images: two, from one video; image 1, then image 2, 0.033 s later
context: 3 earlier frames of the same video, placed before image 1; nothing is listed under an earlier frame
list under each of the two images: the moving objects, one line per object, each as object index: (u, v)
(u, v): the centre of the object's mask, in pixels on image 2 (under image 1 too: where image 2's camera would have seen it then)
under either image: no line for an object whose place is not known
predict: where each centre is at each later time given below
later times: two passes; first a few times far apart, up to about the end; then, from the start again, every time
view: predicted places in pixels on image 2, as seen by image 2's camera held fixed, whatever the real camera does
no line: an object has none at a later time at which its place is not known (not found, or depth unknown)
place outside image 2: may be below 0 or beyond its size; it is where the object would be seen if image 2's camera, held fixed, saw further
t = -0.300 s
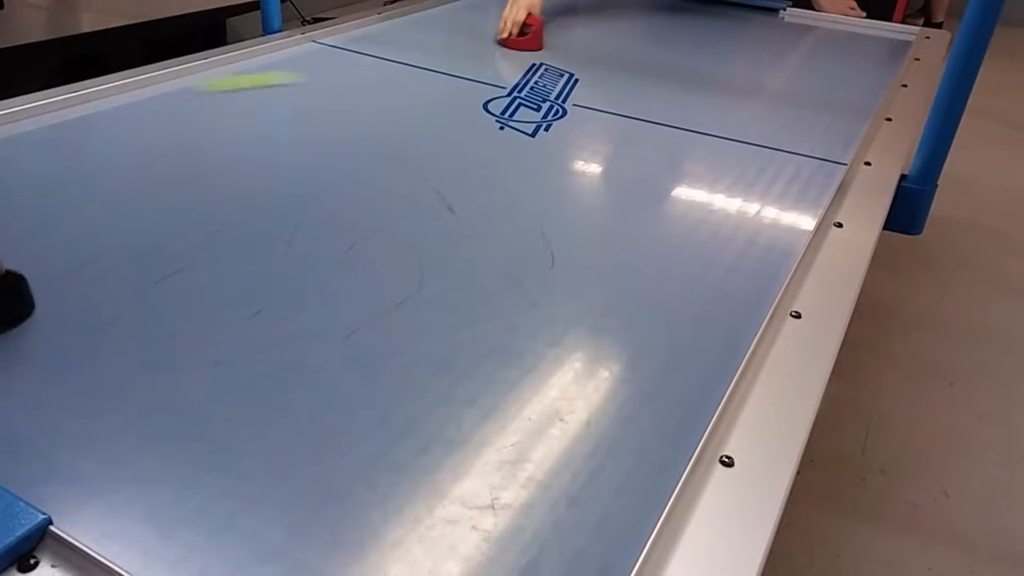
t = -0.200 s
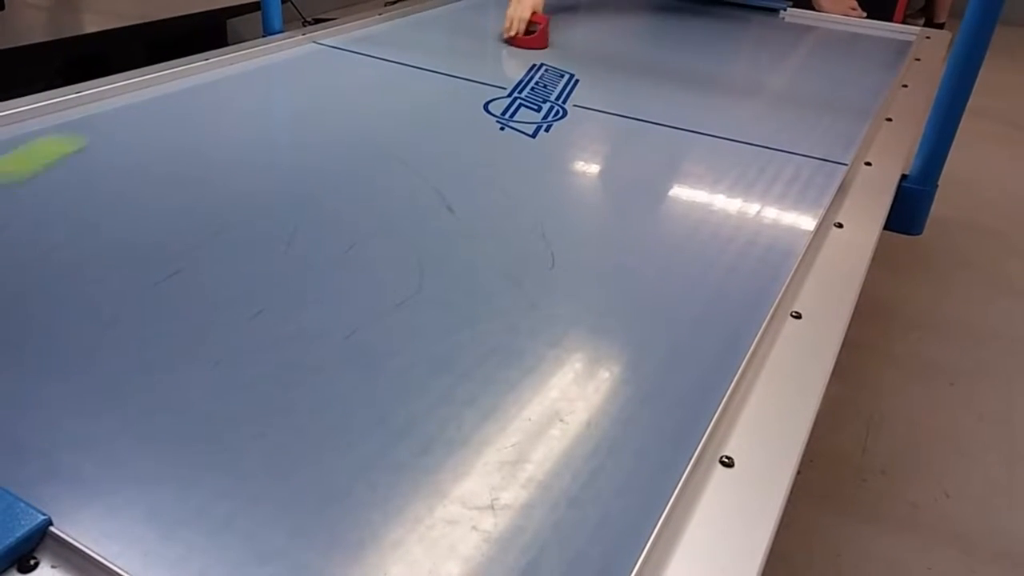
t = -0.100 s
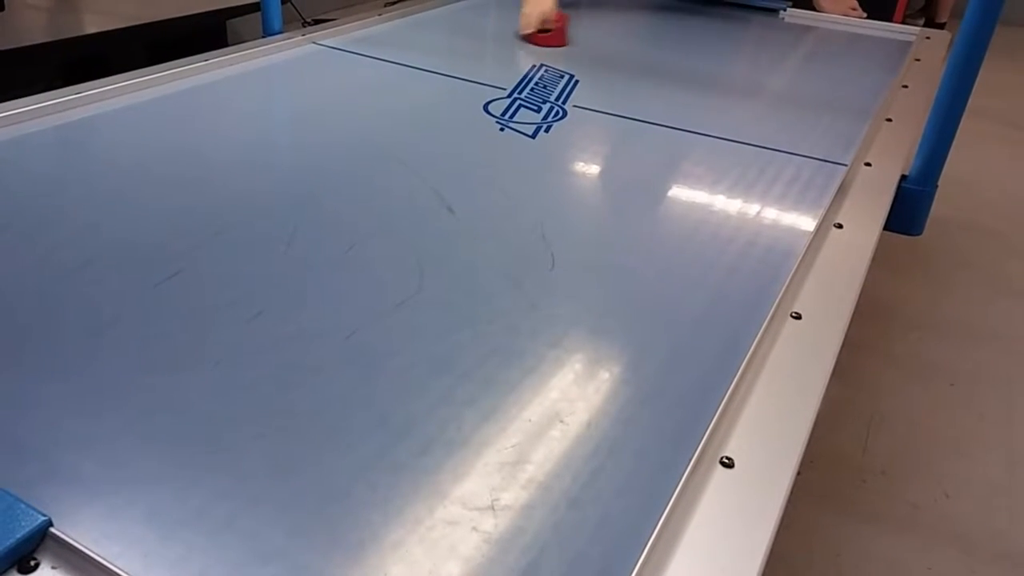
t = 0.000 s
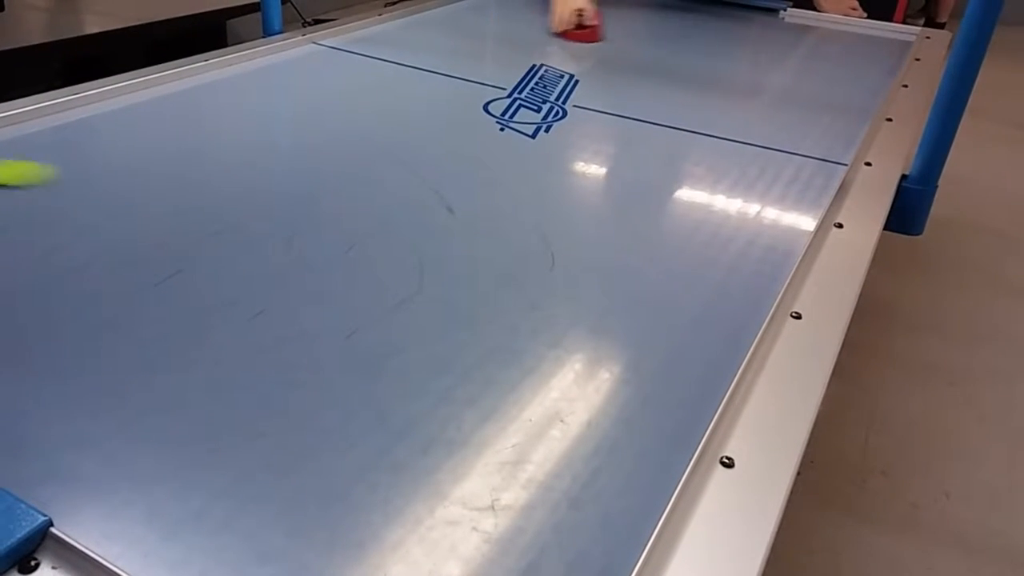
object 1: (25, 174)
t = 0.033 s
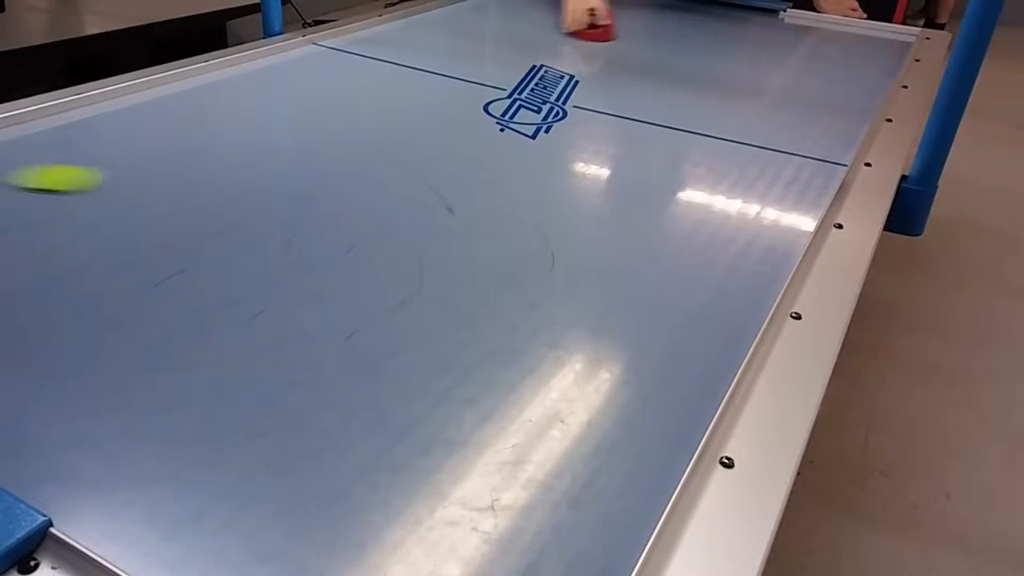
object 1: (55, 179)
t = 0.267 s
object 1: (391, 213)
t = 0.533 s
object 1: (758, 242)
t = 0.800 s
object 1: (546, 153)
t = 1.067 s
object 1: (403, 89)
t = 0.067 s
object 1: (103, 184)
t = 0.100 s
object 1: (150, 189)
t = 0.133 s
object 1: (199, 194)
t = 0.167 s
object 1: (245, 199)
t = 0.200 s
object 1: (295, 204)
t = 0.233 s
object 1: (345, 208)
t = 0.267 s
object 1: (391, 213)
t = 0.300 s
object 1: (441, 218)
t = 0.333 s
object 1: (490, 222)
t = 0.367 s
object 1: (537, 226)
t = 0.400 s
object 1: (586, 231)
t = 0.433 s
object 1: (637, 235)
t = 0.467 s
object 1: (686, 239)
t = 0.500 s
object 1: (735, 243)
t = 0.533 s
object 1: (758, 242)
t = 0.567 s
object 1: (728, 229)
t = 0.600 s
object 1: (699, 217)
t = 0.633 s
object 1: (670, 206)
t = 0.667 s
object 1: (644, 195)
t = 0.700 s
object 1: (616, 183)
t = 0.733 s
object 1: (590, 172)
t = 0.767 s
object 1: (566, 162)
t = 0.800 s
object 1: (546, 153)
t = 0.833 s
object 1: (526, 144)
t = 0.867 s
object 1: (506, 135)
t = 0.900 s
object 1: (486, 127)
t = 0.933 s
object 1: (469, 119)
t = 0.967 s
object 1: (451, 111)
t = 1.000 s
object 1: (435, 104)
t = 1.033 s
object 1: (418, 96)
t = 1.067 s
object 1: (403, 89)
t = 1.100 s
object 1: (387, 82)
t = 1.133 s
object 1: (374, 76)
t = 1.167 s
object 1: (362, 70)
